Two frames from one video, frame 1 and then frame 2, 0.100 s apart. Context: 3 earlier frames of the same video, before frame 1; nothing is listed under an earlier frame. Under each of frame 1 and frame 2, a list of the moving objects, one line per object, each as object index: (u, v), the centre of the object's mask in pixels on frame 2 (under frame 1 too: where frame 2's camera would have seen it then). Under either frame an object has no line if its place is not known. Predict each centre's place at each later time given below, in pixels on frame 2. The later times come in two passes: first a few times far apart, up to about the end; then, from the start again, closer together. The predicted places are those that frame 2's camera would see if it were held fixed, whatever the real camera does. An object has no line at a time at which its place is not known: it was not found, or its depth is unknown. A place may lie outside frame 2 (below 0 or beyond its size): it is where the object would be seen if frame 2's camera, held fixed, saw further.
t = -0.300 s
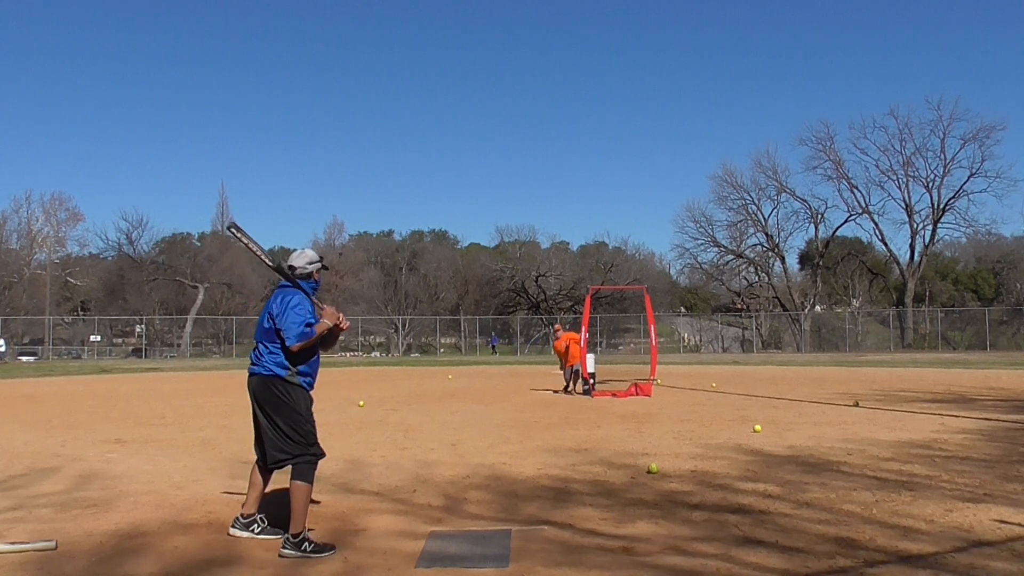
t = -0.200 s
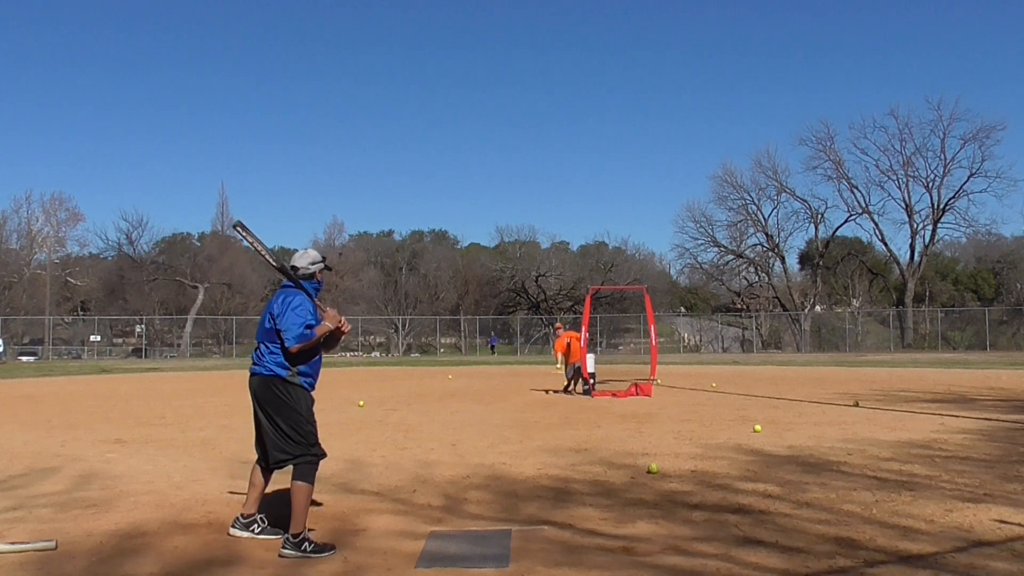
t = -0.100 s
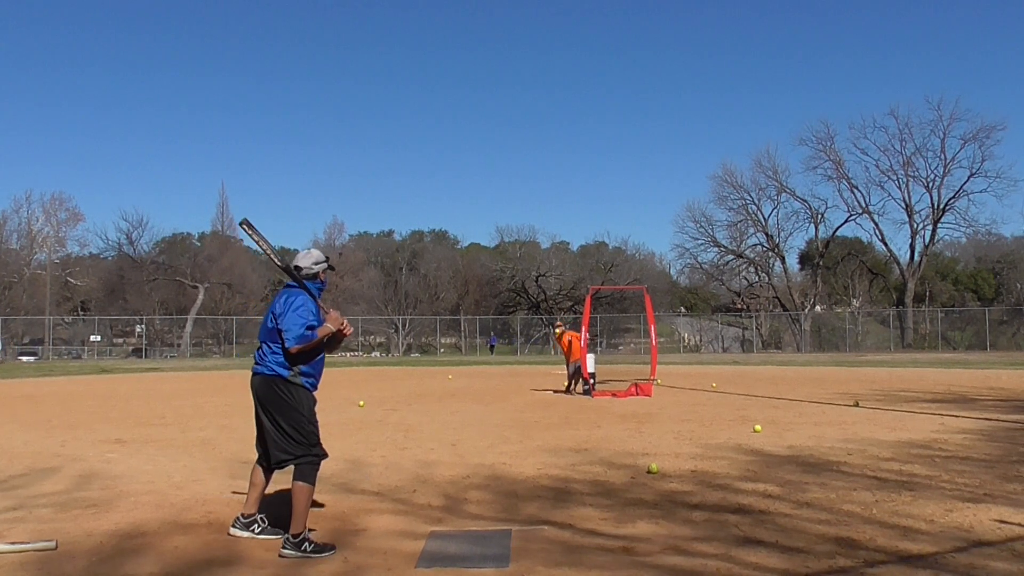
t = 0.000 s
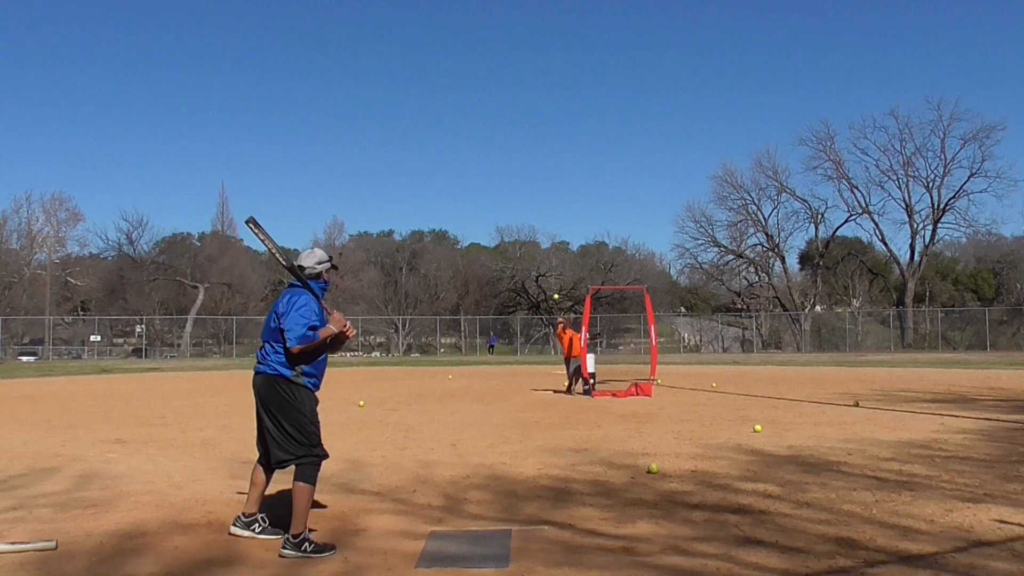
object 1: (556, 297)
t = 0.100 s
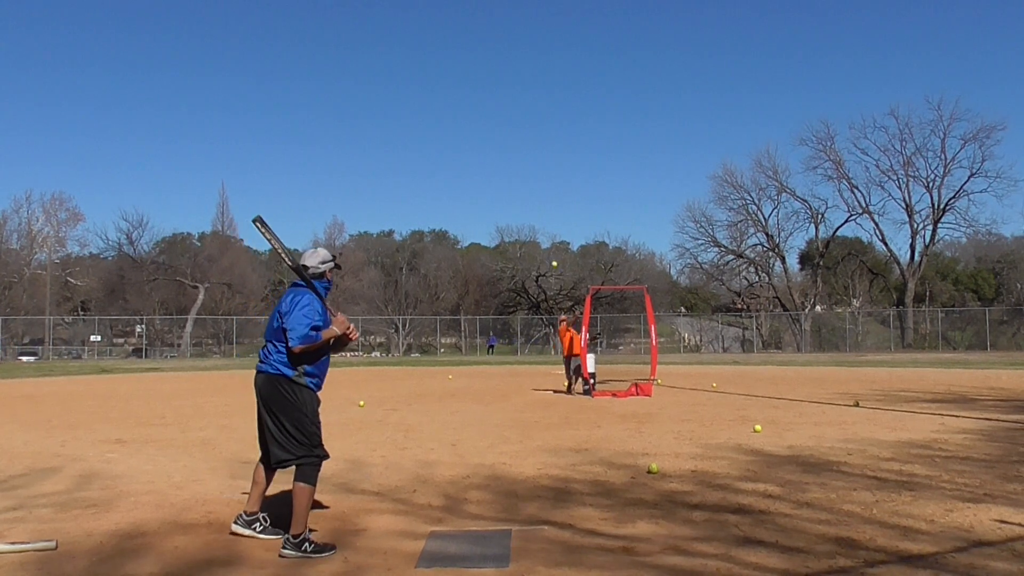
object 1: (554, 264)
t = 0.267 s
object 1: (550, 216)
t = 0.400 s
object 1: (547, 183)
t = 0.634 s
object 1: (539, 144)
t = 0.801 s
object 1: (532, 136)
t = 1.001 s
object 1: (521, 165)
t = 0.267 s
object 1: (550, 216)
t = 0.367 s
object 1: (548, 191)
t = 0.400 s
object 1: (547, 183)
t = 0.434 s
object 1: (546, 176)
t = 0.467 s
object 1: (545, 169)
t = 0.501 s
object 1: (544, 163)
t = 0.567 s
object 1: (542, 152)
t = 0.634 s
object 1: (539, 144)
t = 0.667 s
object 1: (538, 141)
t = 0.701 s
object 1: (536, 138)
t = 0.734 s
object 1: (535, 137)
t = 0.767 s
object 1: (534, 136)
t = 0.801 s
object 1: (532, 136)
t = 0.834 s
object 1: (530, 138)
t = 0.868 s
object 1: (528, 140)
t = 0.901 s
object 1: (527, 144)
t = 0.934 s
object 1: (525, 149)
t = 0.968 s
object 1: (523, 156)
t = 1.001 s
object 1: (521, 165)
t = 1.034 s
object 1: (518, 175)
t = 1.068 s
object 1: (515, 188)
